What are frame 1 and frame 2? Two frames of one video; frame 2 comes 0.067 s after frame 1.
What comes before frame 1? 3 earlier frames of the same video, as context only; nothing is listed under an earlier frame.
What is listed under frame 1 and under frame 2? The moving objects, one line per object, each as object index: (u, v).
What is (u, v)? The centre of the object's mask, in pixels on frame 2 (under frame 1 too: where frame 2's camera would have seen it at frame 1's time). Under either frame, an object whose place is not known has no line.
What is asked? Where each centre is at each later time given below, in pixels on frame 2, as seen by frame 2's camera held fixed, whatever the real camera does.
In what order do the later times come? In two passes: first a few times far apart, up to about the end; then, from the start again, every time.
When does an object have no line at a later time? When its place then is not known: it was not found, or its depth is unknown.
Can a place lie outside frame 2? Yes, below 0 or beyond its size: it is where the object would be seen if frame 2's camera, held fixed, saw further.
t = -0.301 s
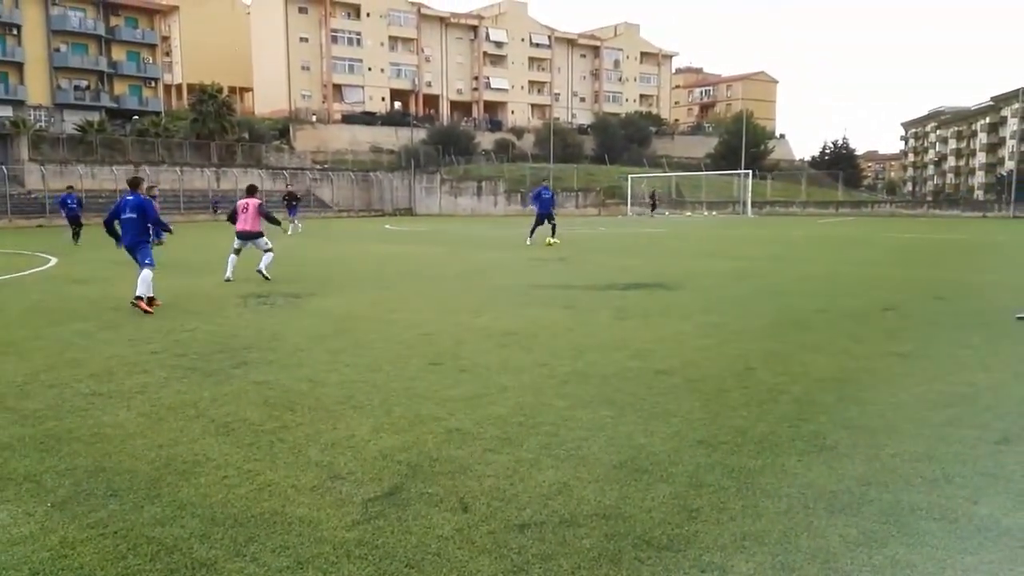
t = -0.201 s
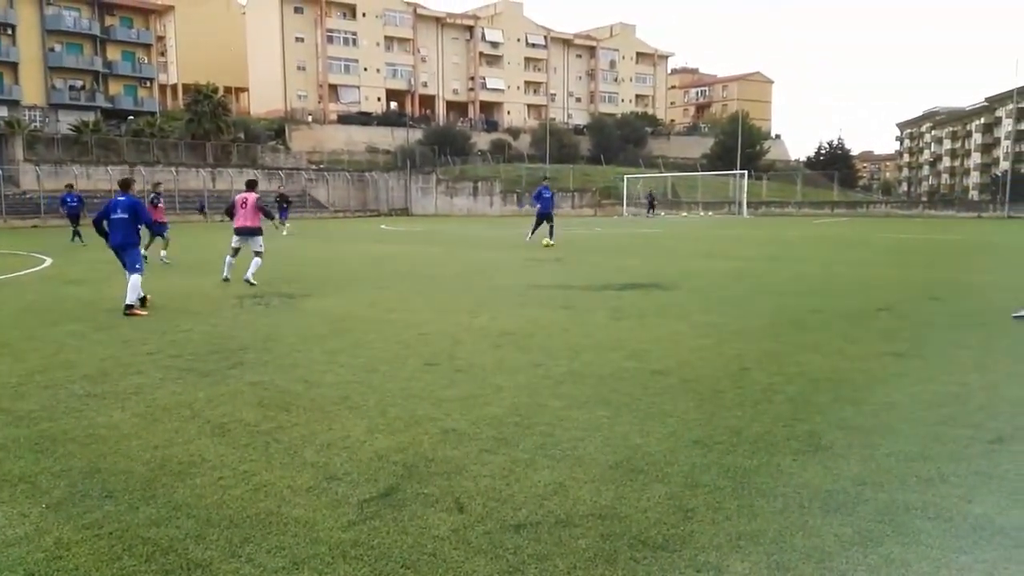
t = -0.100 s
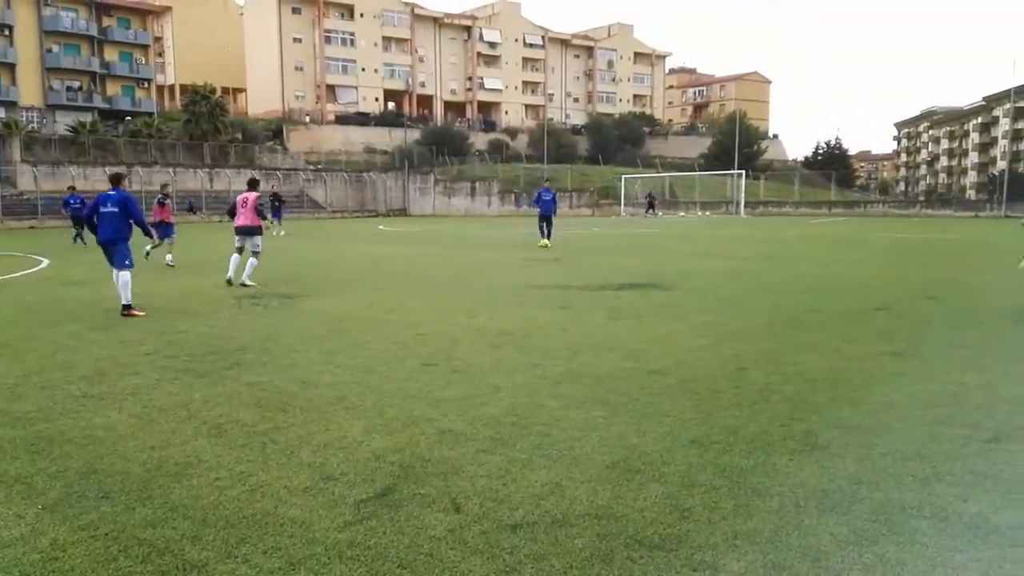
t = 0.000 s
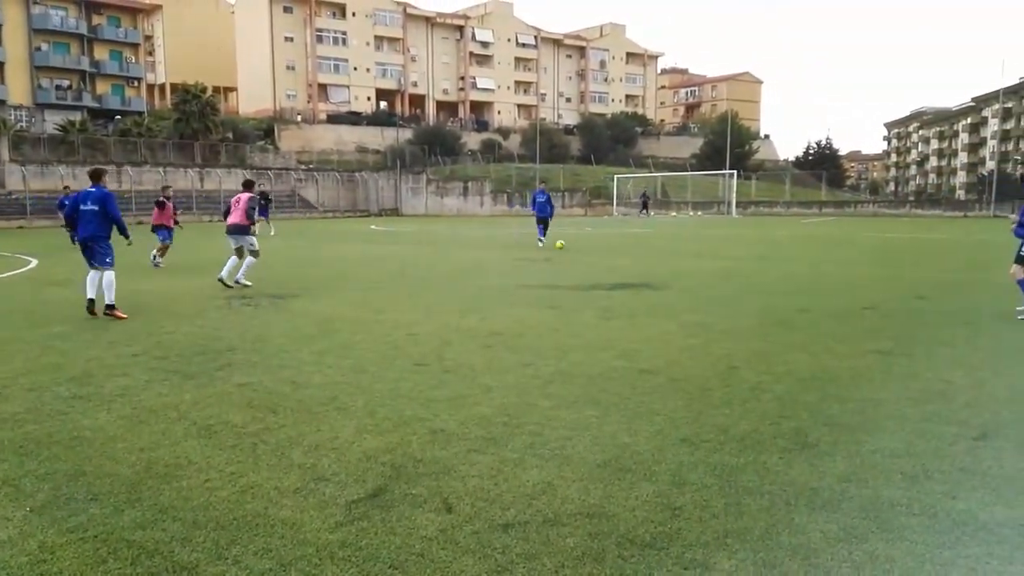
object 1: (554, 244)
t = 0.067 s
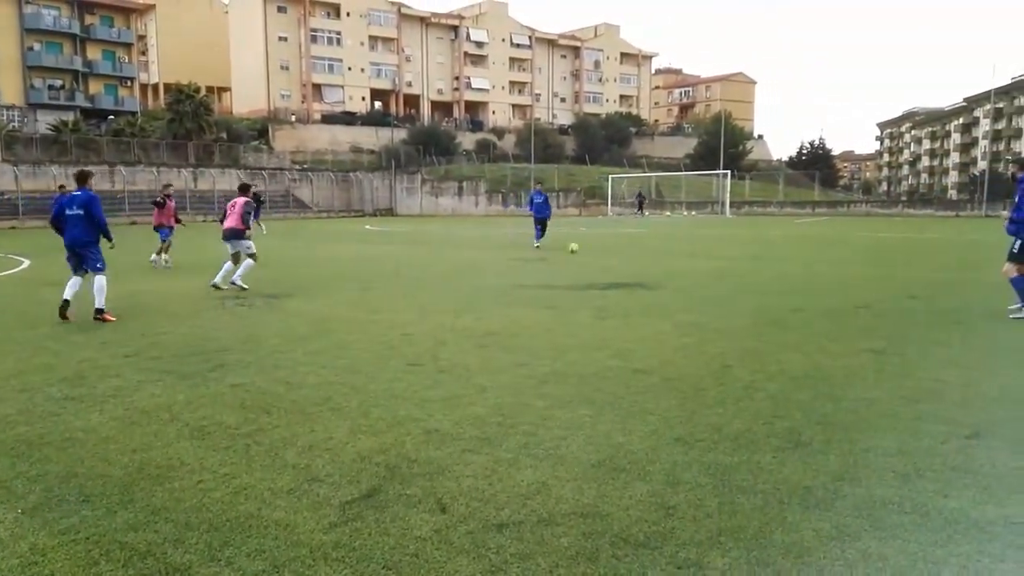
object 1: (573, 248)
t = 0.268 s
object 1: (638, 256)
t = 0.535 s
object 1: (746, 264)
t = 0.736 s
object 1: (851, 276)
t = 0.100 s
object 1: (582, 249)
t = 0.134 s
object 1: (593, 250)
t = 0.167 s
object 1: (603, 249)
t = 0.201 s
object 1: (614, 251)
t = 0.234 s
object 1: (625, 253)
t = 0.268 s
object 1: (638, 256)
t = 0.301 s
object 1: (649, 256)
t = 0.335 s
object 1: (662, 258)
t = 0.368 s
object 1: (675, 259)
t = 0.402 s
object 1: (688, 261)
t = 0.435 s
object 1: (702, 262)
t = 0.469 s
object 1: (717, 262)
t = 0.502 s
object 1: (731, 263)
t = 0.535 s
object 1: (746, 264)
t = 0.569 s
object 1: (762, 267)
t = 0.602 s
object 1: (779, 270)
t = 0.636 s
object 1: (797, 273)
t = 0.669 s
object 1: (814, 273)
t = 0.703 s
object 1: (832, 274)
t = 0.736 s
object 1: (851, 276)
